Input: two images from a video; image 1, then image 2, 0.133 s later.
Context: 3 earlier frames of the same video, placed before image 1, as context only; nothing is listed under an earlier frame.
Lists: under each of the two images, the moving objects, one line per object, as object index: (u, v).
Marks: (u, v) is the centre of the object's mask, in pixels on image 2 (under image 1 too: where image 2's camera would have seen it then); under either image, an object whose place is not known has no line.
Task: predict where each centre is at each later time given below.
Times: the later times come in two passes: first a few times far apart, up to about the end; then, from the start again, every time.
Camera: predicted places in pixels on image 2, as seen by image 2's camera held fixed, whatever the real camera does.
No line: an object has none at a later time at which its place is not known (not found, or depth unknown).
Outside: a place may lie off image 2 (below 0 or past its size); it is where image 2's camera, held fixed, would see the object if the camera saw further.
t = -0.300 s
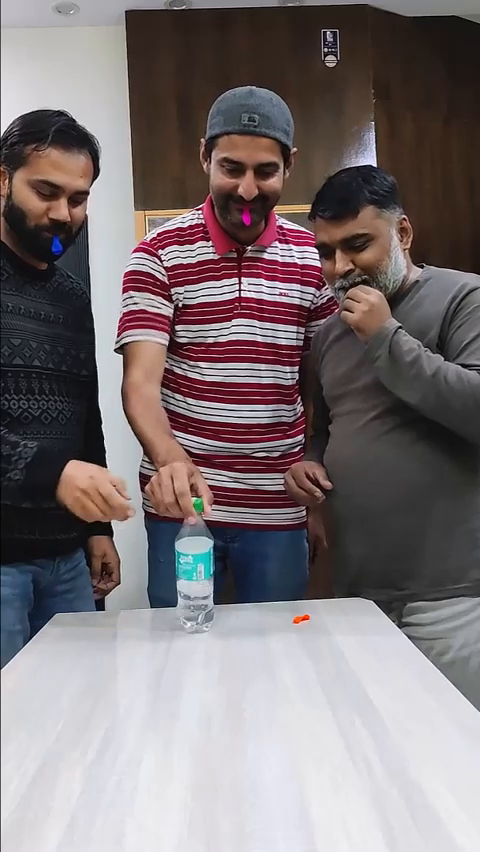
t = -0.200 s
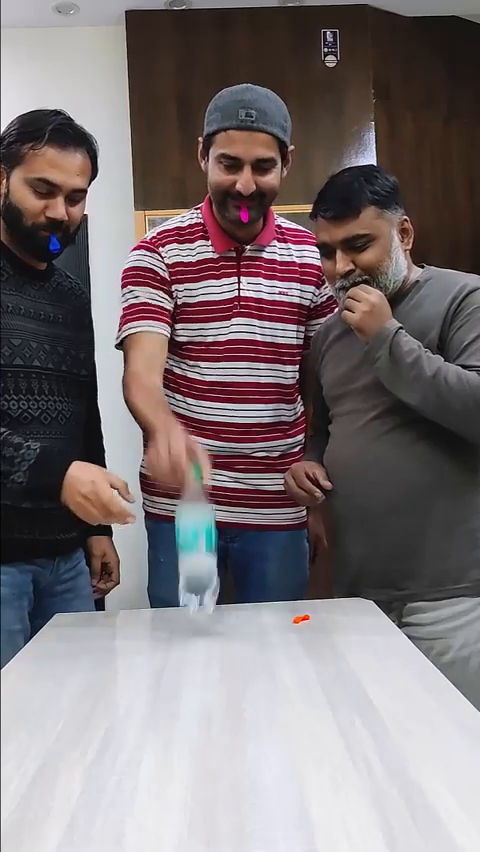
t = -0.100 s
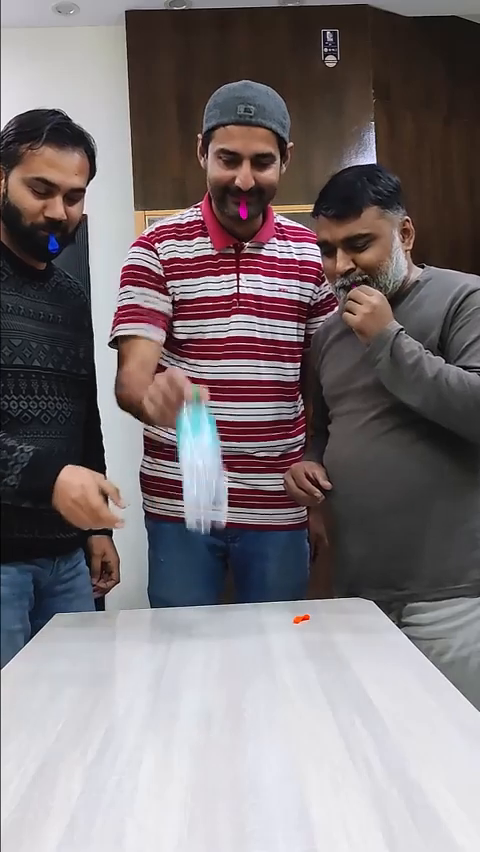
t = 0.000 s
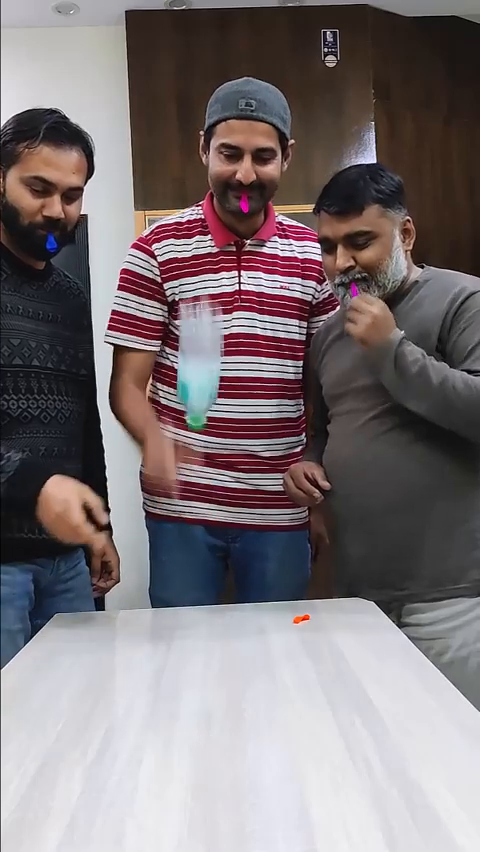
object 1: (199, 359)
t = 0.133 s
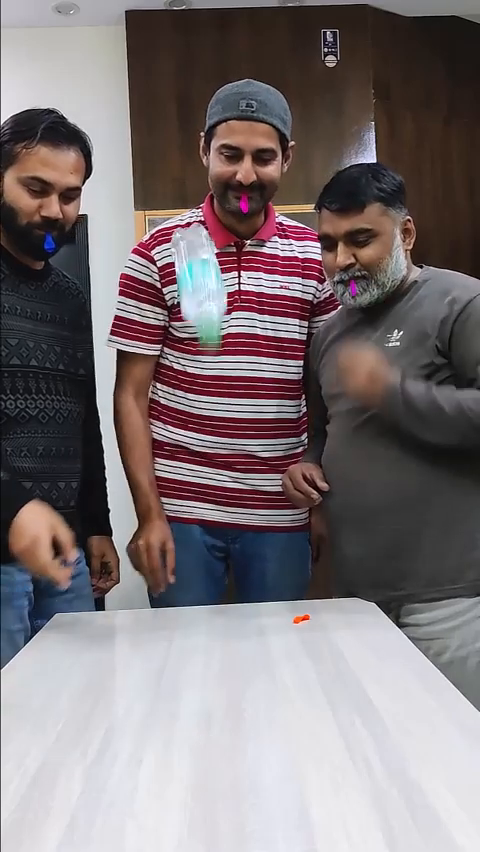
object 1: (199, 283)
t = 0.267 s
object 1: (202, 311)
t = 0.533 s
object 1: (222, 635)
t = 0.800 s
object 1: (210, 674)
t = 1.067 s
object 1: (190, 677)
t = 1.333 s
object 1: (168, 680)
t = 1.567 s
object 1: (150, 682)
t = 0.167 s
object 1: (199, 273)
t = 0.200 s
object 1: (199, 277)
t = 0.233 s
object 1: (200, 288)
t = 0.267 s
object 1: (202, 311)
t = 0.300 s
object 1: (204, 339)
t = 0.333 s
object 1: (207, 375)
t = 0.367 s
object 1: (210, 422)
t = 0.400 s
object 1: (213, 479)
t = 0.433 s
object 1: (216, 534)
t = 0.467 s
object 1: (217, 598)
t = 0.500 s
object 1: (219, 612)
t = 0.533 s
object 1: (222, 635)
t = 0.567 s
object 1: (224, 671)
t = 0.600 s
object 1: (224, 671)
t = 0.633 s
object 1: (221, 672)
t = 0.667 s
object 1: (219, 674)
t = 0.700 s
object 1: (215, 674)
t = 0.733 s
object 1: (212, 674)
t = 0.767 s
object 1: (212, 674)
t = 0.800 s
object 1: (210, 674)
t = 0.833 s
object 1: (208, 675)
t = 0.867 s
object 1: (205, 675)
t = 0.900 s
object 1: (201, 675)
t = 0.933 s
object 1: (199, 675)
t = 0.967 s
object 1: (197, 676)
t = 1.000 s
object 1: (195, 676)
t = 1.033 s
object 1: (193, 676)
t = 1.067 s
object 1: (190, 677)
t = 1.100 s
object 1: (186, 677)
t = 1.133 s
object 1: (183, 677)
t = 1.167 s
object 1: (181, 678)
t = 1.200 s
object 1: (179, 679)
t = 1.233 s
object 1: (177, 678)
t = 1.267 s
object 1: (174, 679)
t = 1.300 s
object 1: (171, 679)
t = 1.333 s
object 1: (168, 680)
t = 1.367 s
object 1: (165, 679)
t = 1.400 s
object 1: (163, 680)
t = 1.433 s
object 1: (161, 680)
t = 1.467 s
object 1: (159, 681)
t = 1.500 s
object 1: (156, 681)
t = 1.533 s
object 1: (153, 682)
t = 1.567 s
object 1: (150, 682)
